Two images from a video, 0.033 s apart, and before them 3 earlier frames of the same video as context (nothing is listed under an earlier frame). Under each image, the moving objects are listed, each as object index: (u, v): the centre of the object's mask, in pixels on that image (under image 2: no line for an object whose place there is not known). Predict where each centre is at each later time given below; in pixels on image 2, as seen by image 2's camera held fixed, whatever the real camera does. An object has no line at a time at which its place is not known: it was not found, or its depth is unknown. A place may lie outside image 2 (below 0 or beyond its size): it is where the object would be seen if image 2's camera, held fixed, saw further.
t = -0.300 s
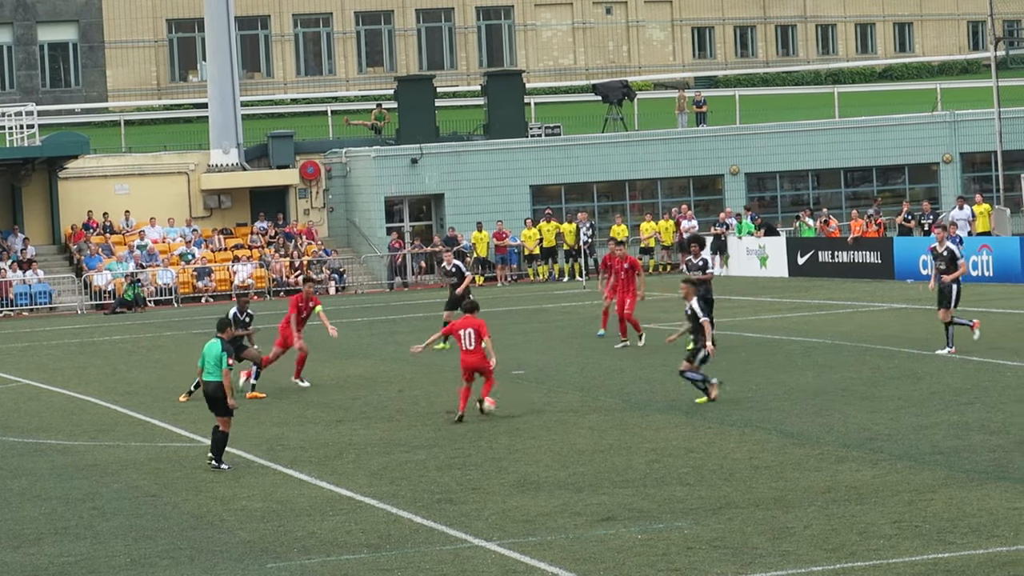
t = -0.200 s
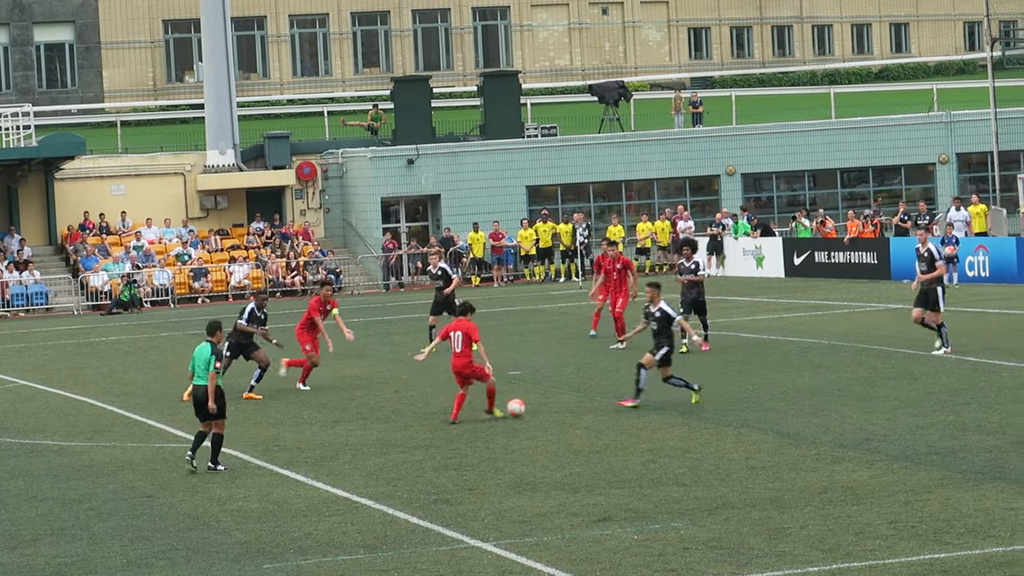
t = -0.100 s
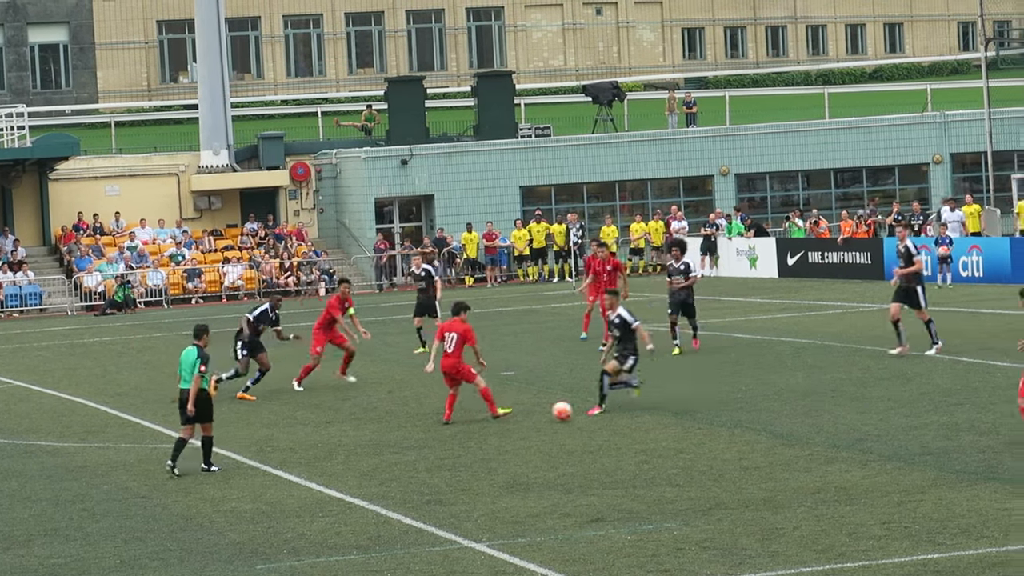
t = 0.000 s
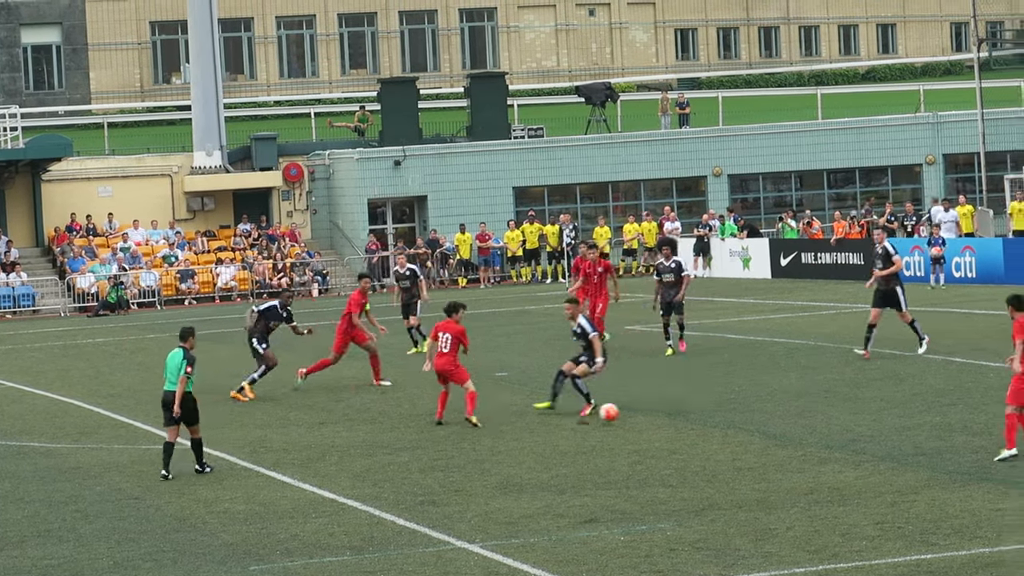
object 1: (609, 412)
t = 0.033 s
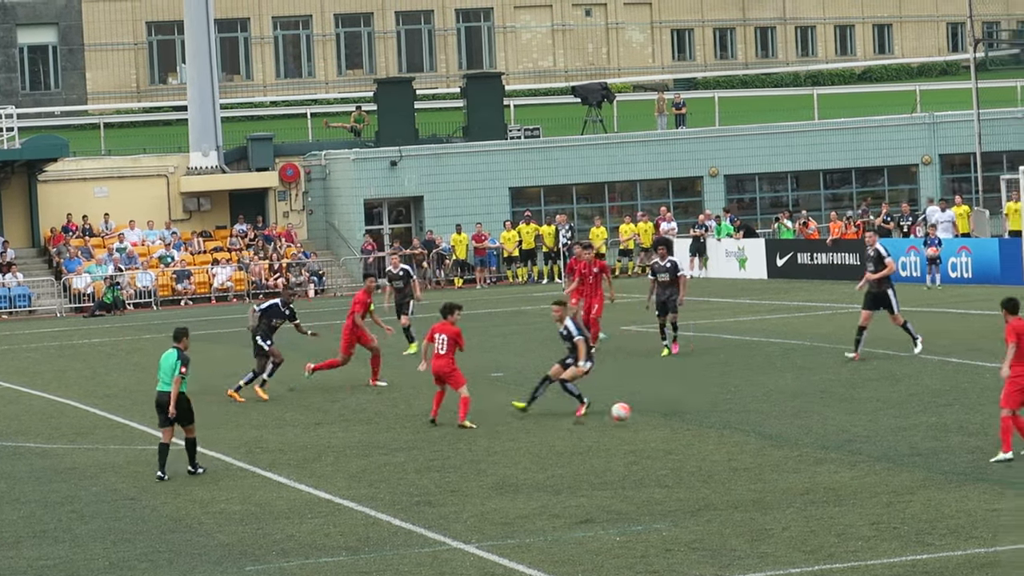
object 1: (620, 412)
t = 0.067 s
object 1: (637, 411)
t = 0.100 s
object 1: (653, 413)
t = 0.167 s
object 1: (686, 419)
